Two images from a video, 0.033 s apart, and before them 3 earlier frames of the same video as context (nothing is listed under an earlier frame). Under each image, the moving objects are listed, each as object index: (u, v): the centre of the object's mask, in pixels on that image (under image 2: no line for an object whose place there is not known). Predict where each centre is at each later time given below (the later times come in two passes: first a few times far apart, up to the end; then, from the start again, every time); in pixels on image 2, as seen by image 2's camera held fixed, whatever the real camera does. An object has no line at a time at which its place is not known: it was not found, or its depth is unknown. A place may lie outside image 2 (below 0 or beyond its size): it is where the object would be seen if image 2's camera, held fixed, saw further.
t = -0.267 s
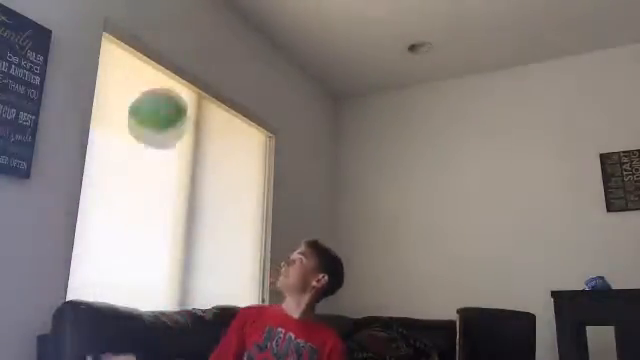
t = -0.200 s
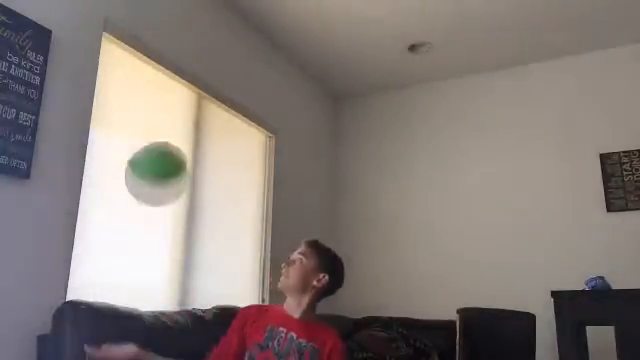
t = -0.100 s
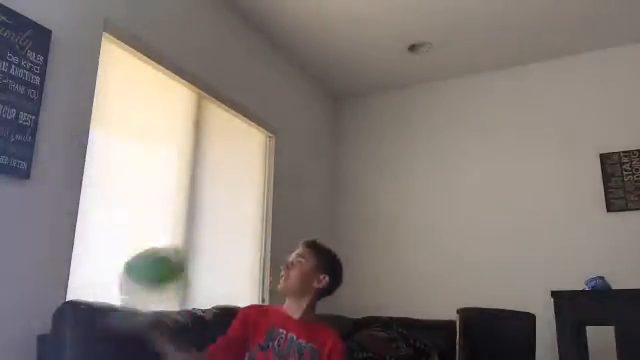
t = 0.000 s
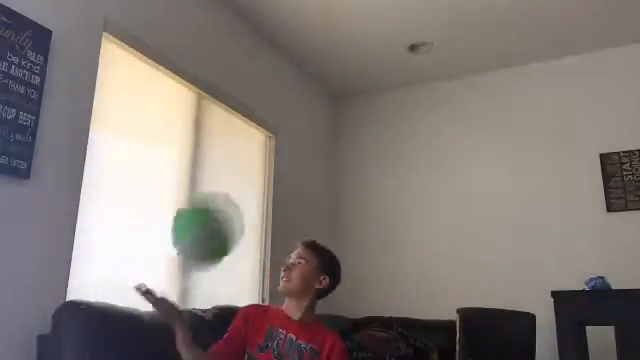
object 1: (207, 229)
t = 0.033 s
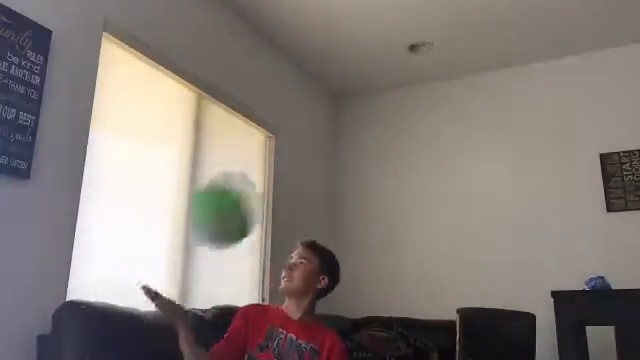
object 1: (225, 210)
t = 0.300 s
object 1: (391, 159)
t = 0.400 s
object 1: (472, 204)
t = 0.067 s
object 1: (243, 195)
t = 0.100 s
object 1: (265, 180)
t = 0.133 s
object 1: (286, 167)
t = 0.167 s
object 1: (302, 160)
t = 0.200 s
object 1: (318, 155)
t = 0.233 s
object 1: (340, 153)
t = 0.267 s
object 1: (361, 155)
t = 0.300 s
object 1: (391, 159)
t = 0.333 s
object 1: (417, 169)
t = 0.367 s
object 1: (442, 184)
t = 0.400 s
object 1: (472, 204)
